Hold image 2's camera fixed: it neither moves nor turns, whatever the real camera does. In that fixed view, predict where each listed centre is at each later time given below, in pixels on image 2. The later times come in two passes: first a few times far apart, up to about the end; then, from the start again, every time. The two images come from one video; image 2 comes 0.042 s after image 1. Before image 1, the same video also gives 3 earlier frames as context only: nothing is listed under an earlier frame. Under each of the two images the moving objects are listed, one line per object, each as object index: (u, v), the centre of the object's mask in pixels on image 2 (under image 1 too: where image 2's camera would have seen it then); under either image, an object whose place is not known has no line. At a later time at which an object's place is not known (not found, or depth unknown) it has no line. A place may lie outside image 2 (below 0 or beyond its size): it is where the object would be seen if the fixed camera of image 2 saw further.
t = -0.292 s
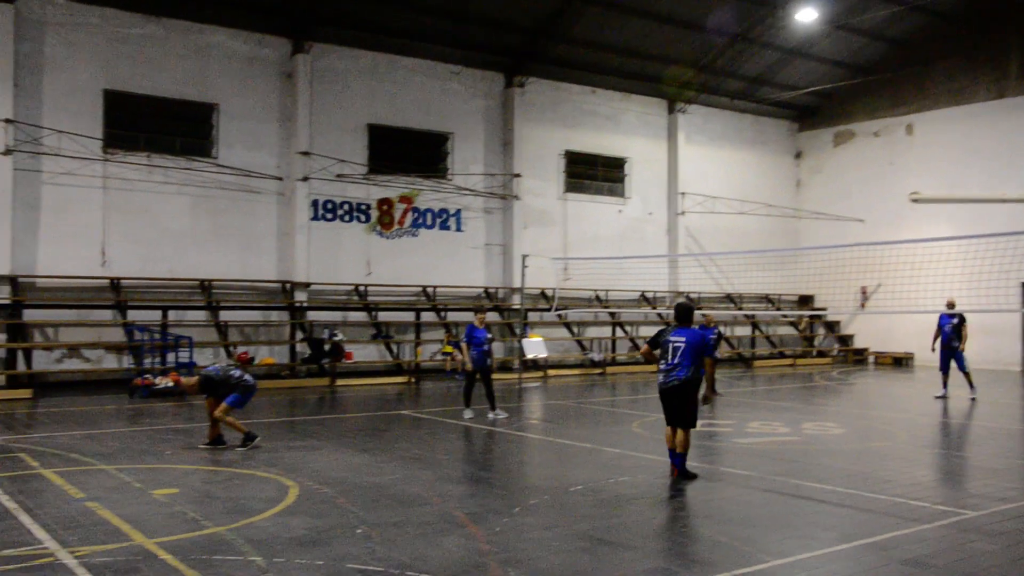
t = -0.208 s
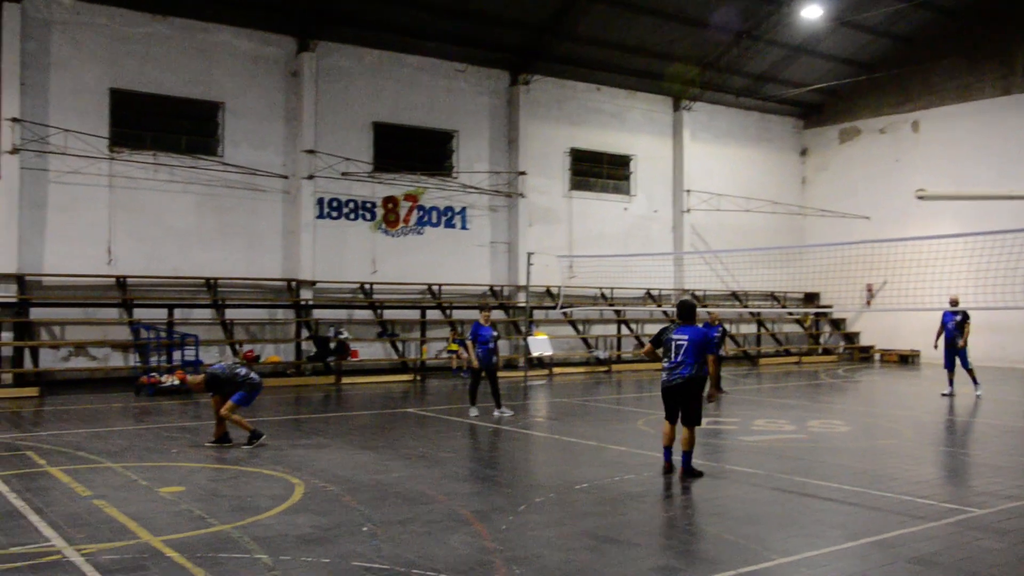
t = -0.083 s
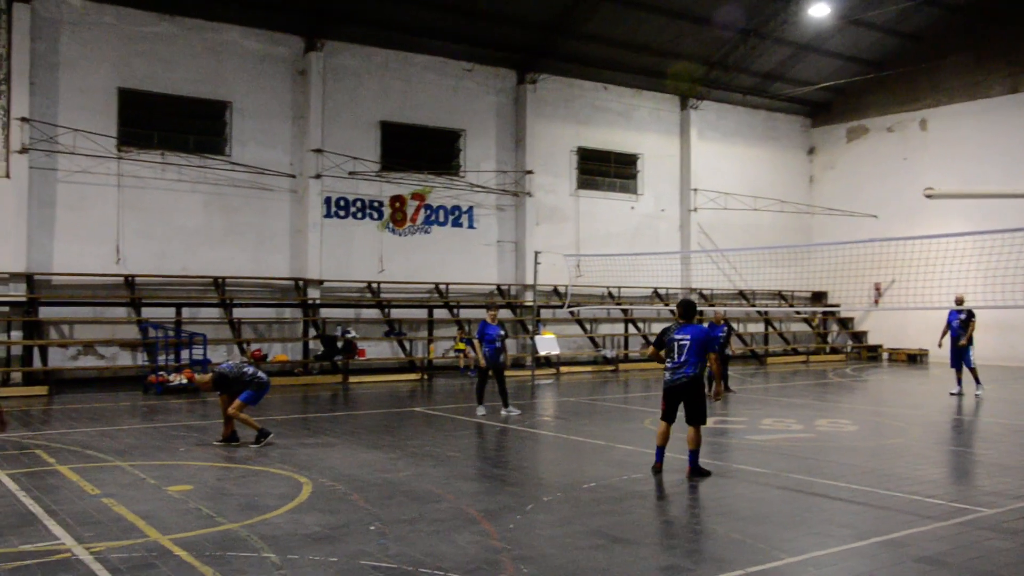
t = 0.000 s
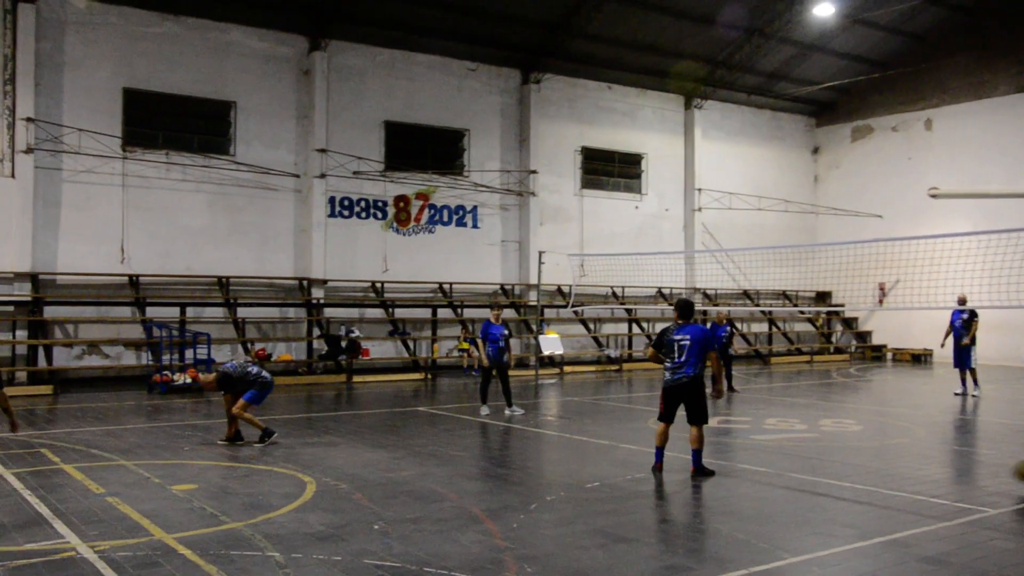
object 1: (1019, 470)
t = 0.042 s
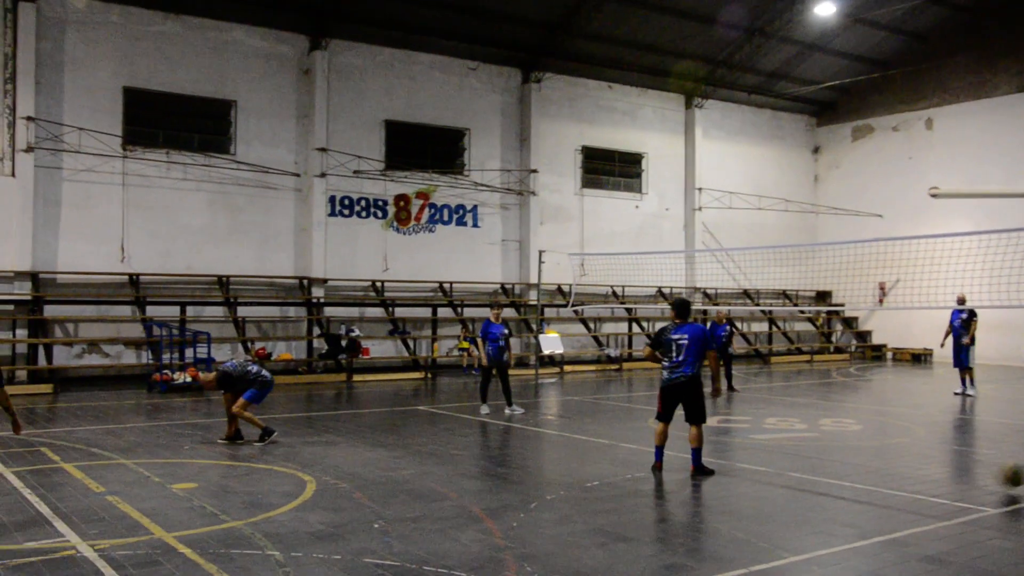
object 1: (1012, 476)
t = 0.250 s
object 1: (943, 487)
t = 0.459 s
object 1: (868, 500)
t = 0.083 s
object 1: (998, 482)
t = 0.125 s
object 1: (984, 480)
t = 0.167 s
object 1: (972, 480)
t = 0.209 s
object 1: (958, 482)
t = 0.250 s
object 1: (943, 487)
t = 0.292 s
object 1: (928, 493)
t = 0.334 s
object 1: (914, 494)
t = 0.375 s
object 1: (900, 494)
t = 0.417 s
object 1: (884, 496)
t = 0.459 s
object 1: (868, 500)
